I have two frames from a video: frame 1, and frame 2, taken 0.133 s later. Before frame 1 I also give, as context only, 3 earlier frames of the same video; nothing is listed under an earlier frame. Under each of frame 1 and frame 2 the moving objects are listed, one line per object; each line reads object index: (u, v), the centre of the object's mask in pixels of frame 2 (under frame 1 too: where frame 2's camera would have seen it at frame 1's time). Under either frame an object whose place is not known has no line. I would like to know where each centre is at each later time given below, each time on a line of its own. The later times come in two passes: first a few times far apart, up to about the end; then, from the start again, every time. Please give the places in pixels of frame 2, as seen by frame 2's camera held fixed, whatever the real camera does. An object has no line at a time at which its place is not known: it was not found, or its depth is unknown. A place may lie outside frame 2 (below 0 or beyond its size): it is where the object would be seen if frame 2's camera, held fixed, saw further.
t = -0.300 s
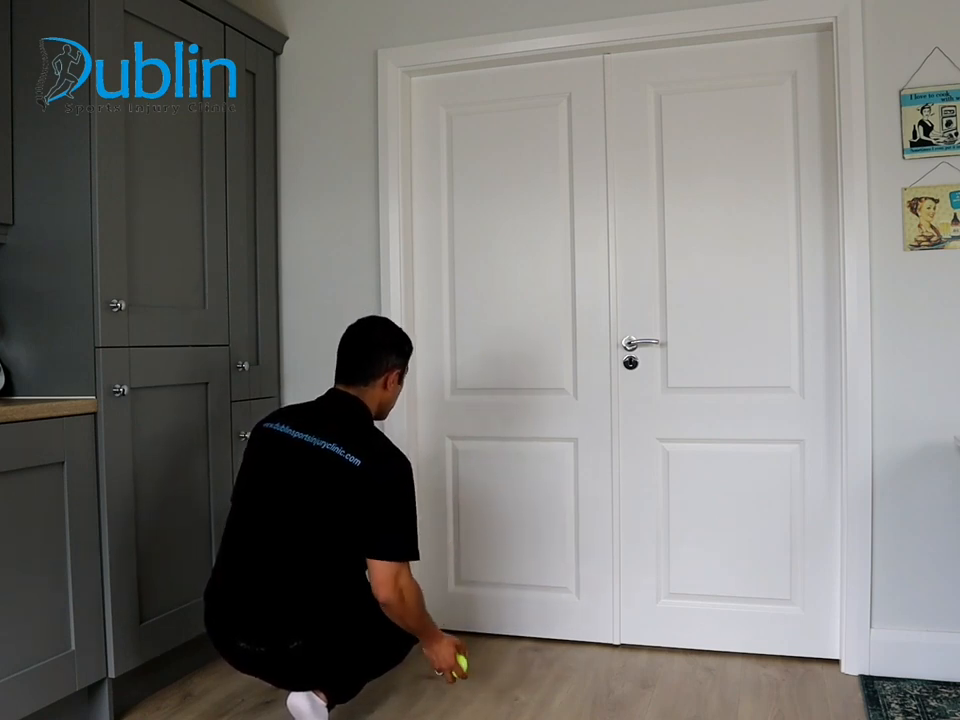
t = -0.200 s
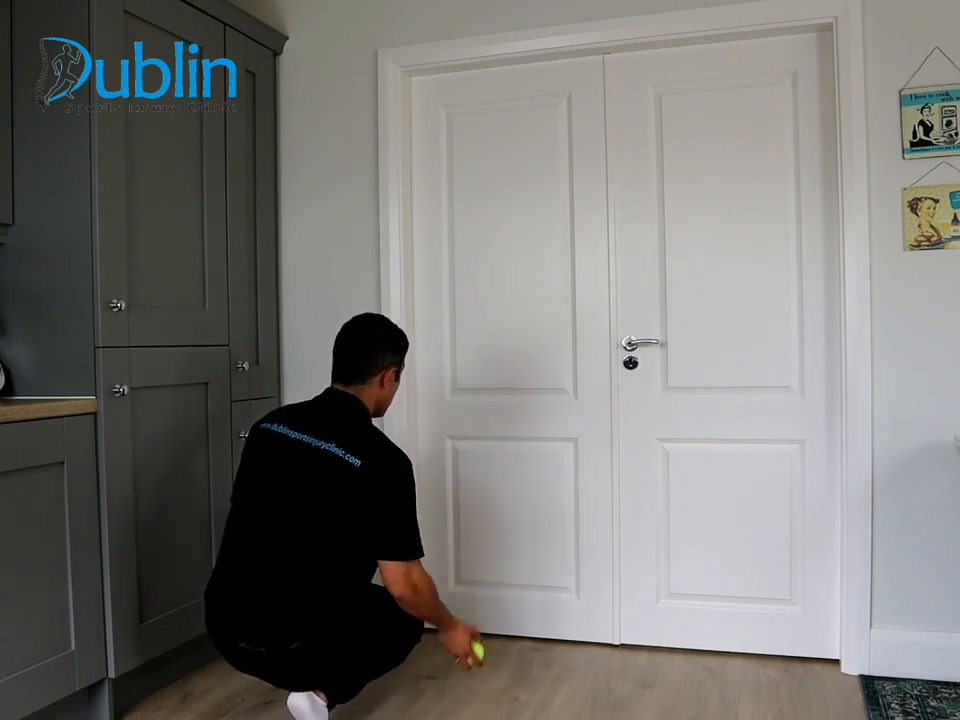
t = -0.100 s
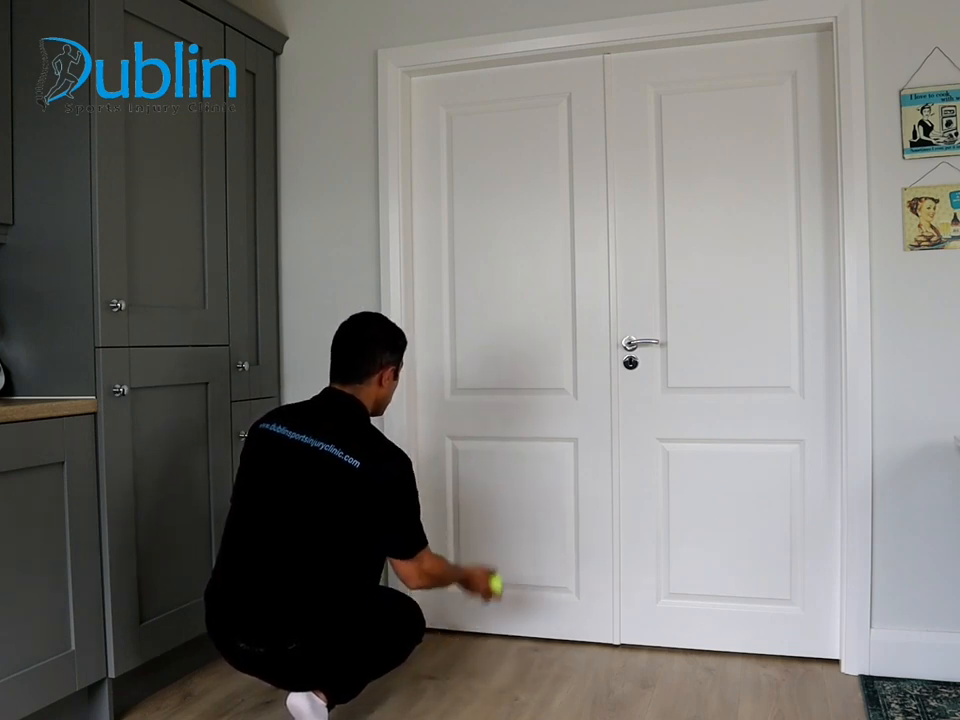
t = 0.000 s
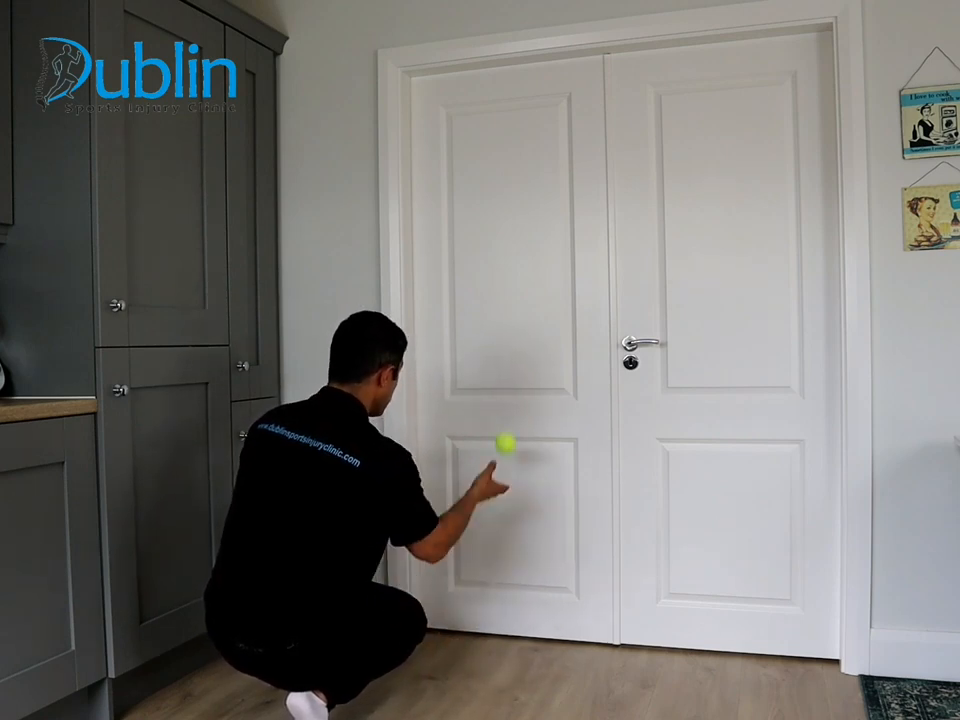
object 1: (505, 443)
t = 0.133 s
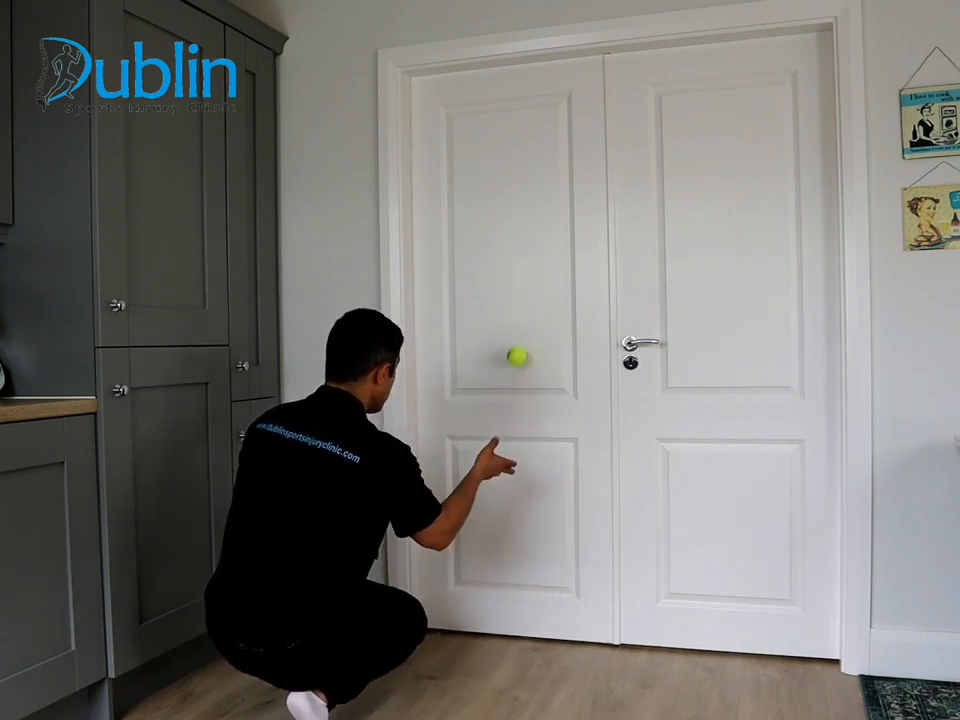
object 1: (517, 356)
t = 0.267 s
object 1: (499, 332)
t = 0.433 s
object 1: (471, 383)
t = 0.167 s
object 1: (515, 342)
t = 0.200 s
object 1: (509, 334)
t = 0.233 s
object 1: (506, 332)
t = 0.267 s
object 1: (499, 332)
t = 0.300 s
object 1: (492, 336)
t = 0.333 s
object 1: (489, 340)
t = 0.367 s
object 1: (482, 352)
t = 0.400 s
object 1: (475, 371)
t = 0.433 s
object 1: (471, 383)
